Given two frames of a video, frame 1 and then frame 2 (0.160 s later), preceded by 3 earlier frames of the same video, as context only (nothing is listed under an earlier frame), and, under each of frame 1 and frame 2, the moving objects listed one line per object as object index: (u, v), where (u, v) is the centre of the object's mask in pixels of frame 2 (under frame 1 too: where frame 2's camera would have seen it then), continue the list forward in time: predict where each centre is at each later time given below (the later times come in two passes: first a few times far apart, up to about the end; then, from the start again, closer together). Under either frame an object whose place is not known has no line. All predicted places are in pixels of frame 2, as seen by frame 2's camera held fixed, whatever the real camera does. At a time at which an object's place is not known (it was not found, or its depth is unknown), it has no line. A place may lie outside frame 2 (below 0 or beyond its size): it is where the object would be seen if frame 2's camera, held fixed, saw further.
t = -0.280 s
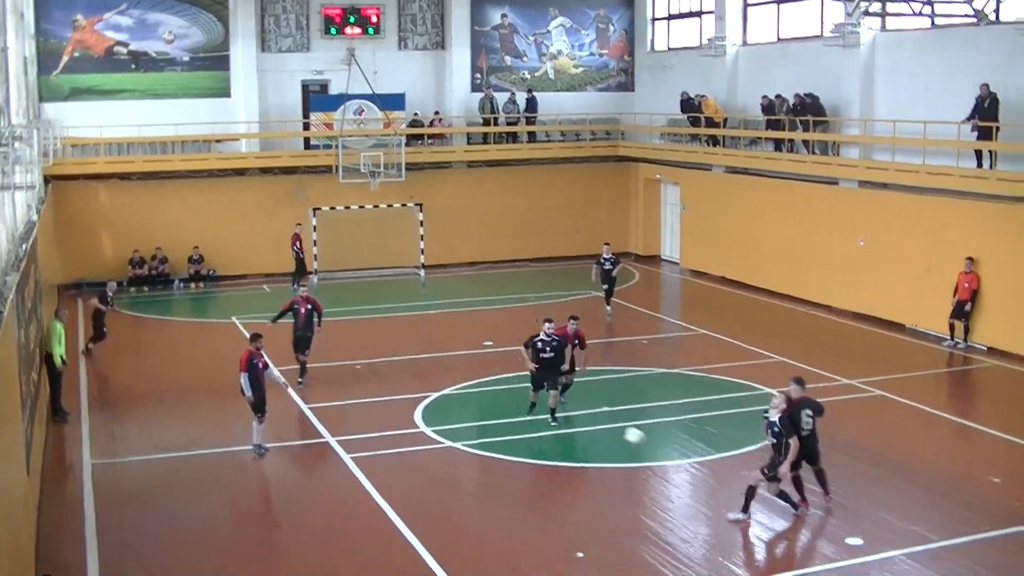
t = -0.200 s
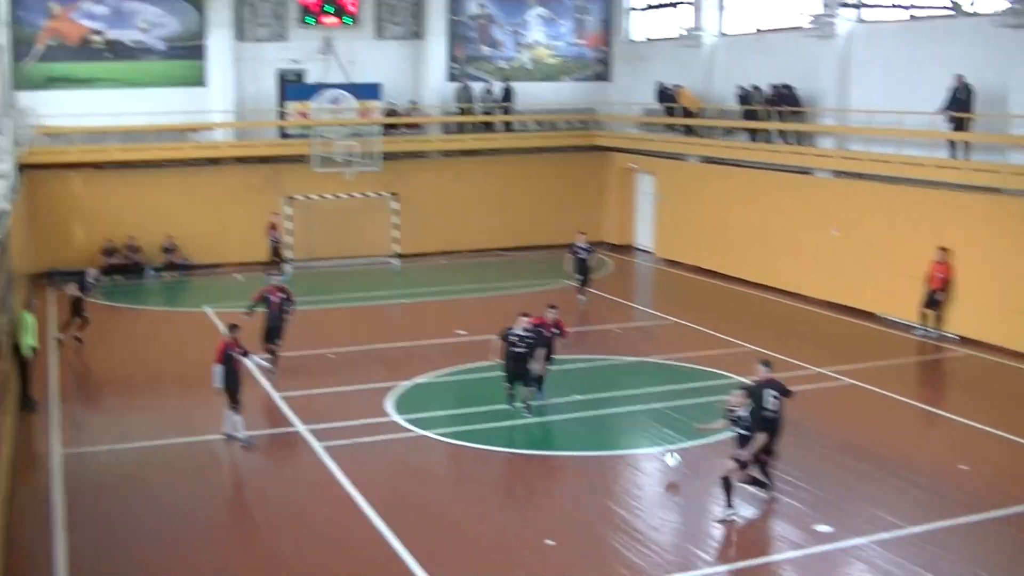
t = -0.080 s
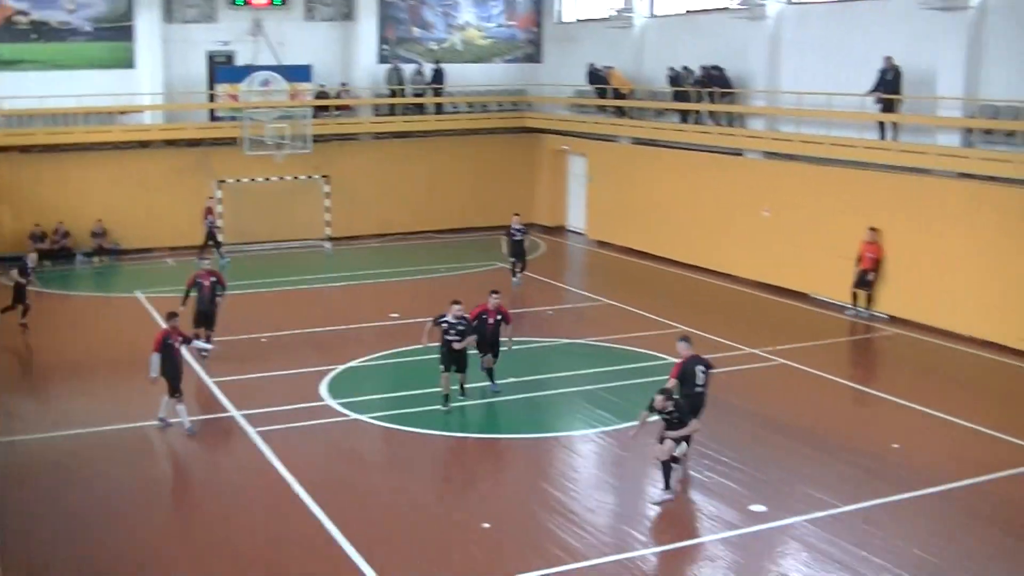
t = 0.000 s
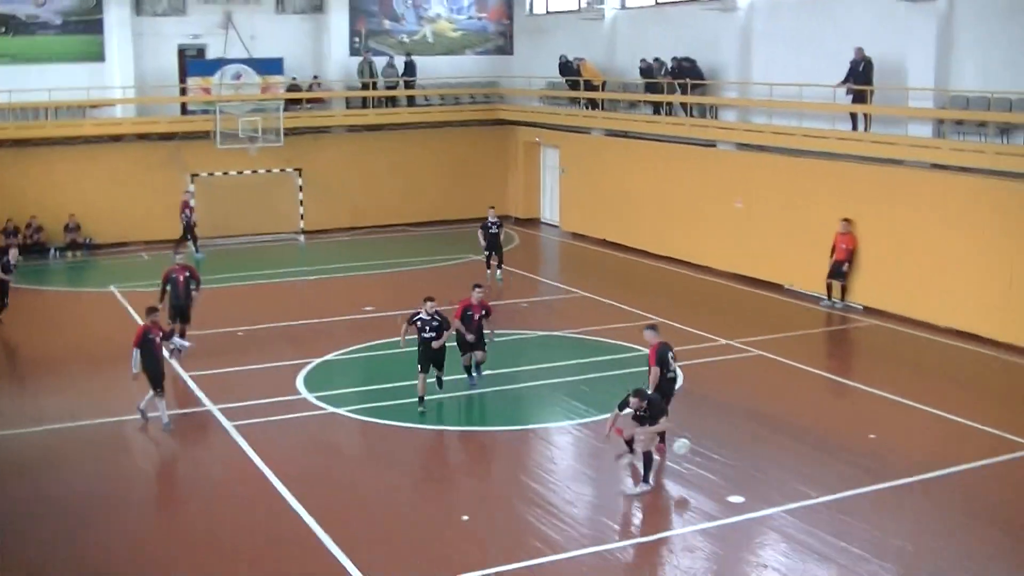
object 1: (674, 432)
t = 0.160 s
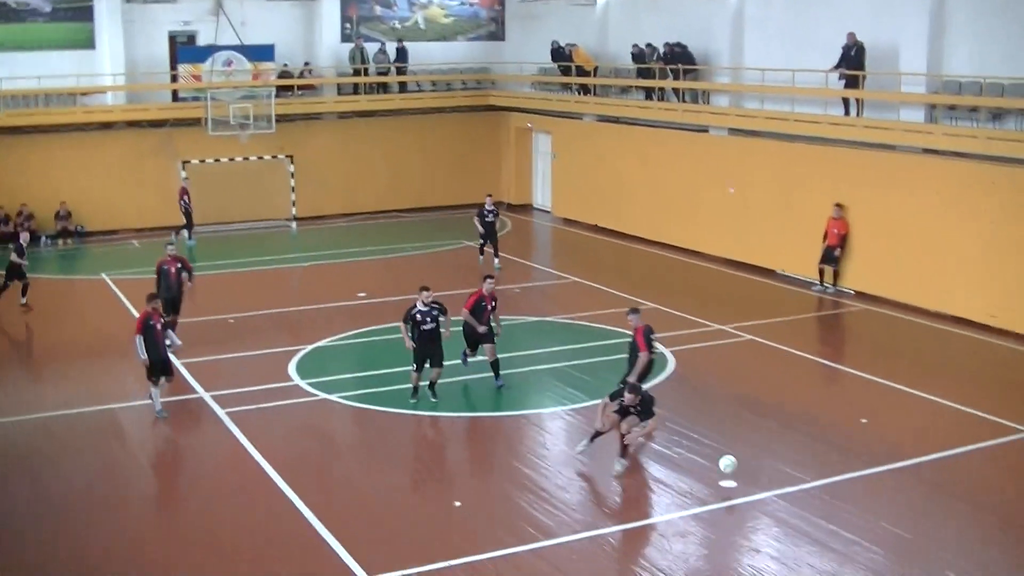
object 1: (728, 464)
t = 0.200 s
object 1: (741, 475)
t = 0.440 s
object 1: (831, 498)
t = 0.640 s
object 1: (912, 546)
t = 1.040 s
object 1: (1114, 615)
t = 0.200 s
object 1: (741, 475)
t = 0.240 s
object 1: (756, 490)
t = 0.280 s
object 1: (770, 490)
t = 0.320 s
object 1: (784, 490)
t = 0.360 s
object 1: (800, 491)
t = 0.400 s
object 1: (815, 494)
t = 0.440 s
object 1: (831, 498)
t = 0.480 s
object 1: (848, 505)
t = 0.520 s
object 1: (864, 512)
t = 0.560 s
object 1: (879, 521)
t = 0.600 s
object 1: (896, 532)
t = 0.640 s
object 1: (912, 546)
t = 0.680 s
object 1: (930, 550)
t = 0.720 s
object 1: (949, 552)
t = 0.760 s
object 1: (968, 556)
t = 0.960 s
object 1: (1070, 603)
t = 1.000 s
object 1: (1092, 610)
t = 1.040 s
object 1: (1114, 615)
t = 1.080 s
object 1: (1137, 620)
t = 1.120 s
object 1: (1162, 629)
